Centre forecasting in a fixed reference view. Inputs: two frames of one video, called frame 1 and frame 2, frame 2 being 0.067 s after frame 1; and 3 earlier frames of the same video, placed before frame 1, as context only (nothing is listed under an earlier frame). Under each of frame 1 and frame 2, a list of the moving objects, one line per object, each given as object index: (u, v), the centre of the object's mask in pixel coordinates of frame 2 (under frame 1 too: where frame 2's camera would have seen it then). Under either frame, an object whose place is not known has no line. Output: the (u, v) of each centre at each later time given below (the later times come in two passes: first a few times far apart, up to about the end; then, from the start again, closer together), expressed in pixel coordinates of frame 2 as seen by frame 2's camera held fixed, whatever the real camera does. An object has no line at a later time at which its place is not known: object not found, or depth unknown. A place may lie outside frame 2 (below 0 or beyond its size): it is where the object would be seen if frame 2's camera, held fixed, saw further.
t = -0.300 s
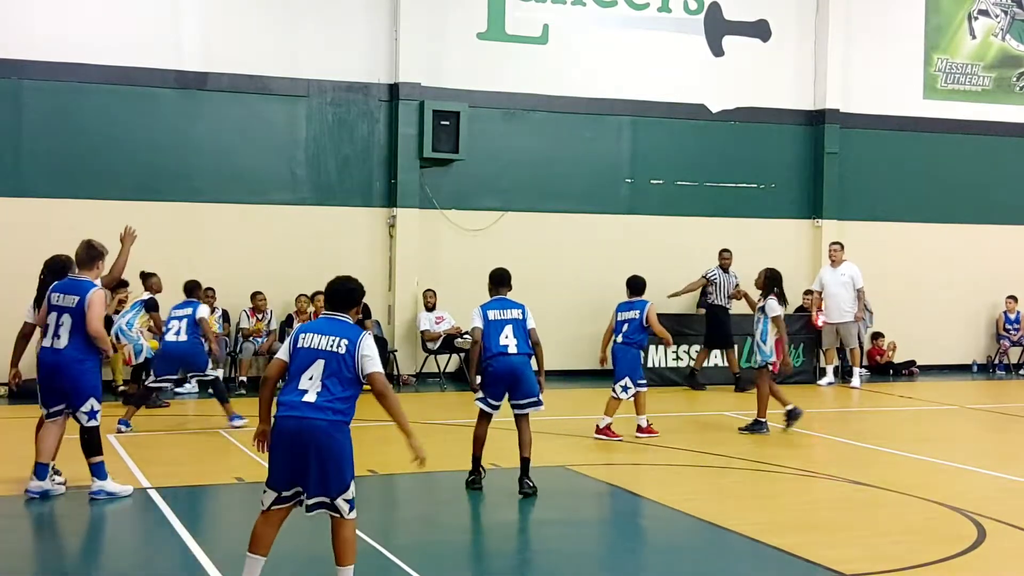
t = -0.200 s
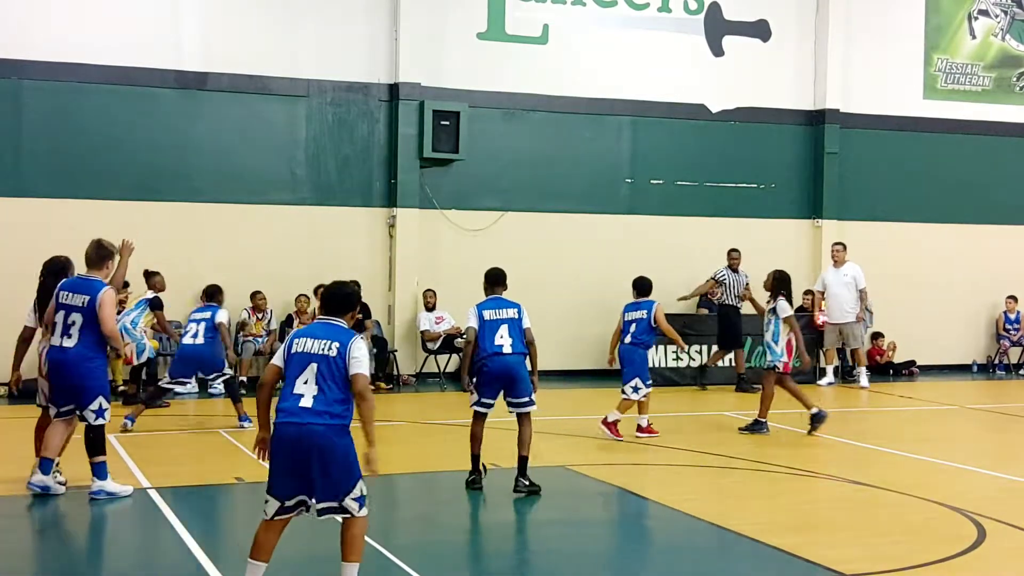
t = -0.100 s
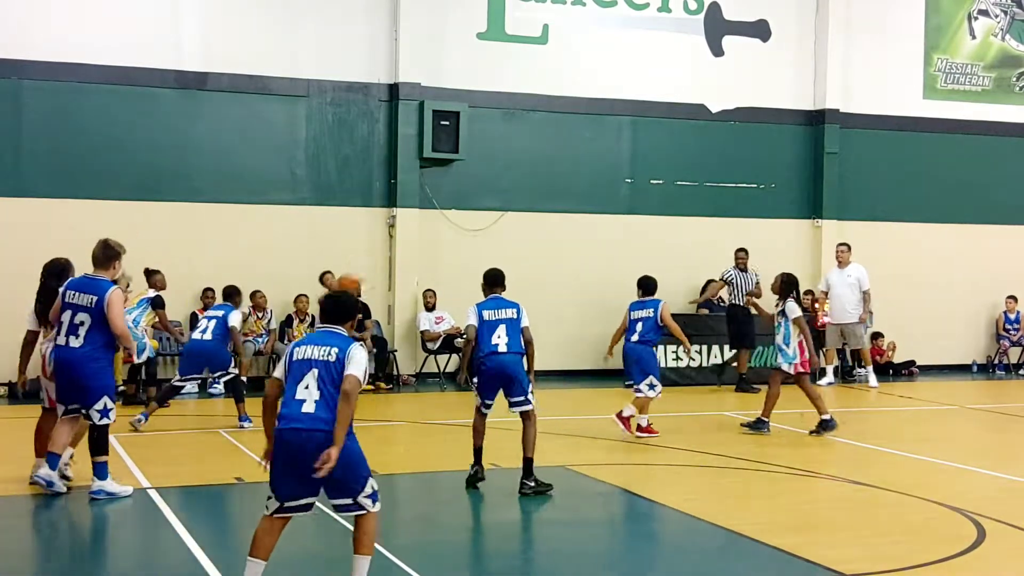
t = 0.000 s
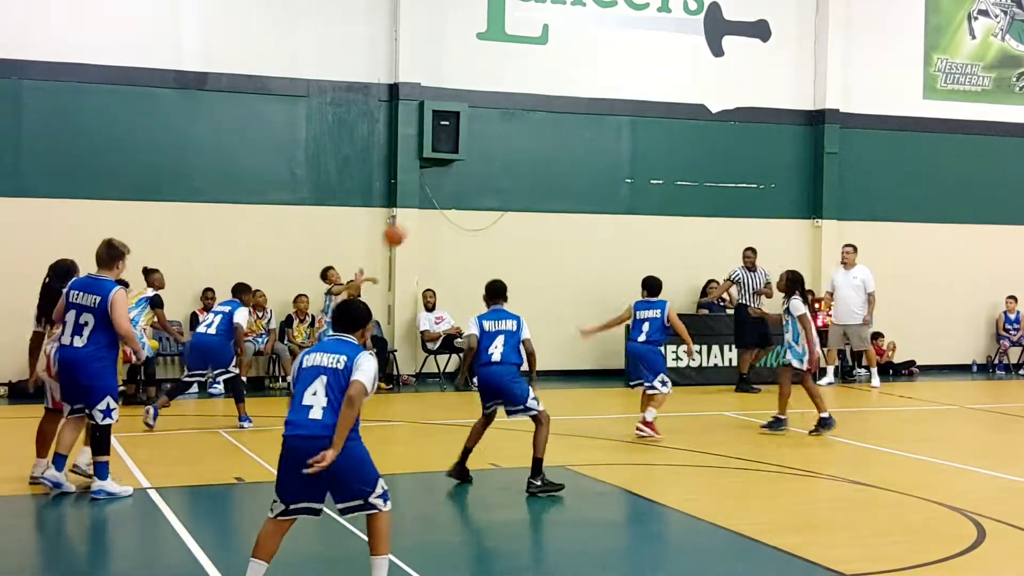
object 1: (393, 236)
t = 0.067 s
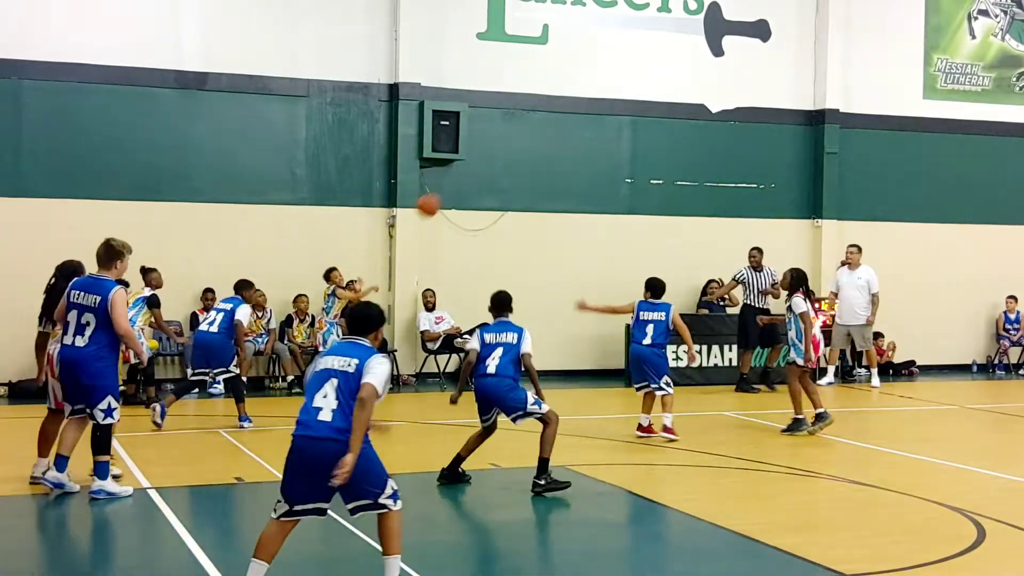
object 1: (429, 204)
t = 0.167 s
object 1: (482, 165)
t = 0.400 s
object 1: (625, 93)
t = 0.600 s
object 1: (779, 66)
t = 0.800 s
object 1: (972, 87)
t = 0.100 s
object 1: (445, 191)
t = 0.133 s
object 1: (464, 177)
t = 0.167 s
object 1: (482, 165)
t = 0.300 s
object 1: (561, 118)
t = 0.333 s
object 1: (582, 110)
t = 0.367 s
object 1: (603, 101)
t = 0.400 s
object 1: (625, 93)
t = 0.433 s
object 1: (649, 85)
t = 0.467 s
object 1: (673, 80)
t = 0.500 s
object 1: (698, 74)
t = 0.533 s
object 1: (724, 70)
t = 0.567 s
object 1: (751, 67)
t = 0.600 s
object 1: (779, 66)
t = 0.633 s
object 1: (809, 66)
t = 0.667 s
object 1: (838, 66)
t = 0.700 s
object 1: (869, 69)
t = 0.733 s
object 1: (902, 73)
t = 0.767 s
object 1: (937, 80)
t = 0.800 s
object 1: (972, 87)
